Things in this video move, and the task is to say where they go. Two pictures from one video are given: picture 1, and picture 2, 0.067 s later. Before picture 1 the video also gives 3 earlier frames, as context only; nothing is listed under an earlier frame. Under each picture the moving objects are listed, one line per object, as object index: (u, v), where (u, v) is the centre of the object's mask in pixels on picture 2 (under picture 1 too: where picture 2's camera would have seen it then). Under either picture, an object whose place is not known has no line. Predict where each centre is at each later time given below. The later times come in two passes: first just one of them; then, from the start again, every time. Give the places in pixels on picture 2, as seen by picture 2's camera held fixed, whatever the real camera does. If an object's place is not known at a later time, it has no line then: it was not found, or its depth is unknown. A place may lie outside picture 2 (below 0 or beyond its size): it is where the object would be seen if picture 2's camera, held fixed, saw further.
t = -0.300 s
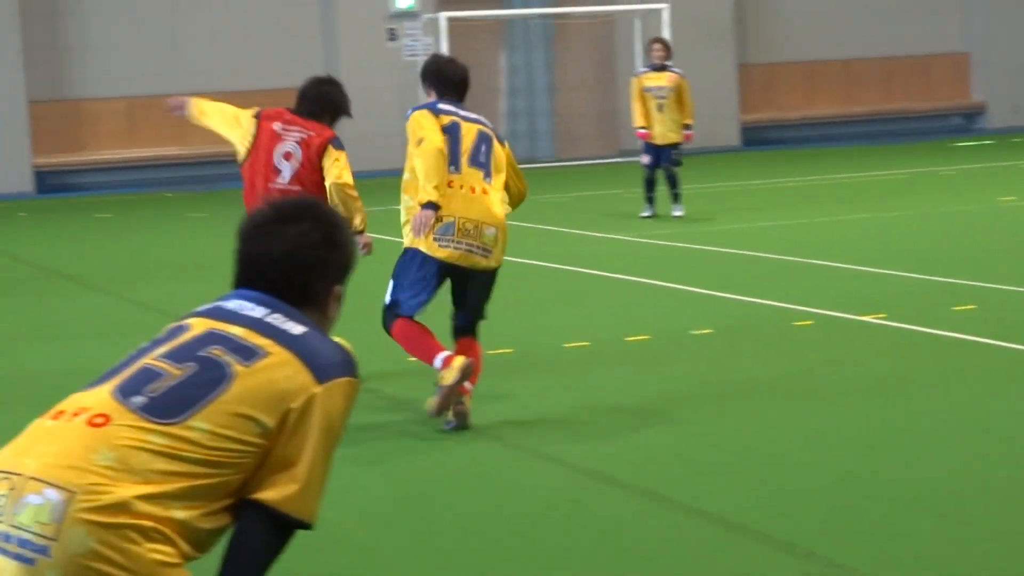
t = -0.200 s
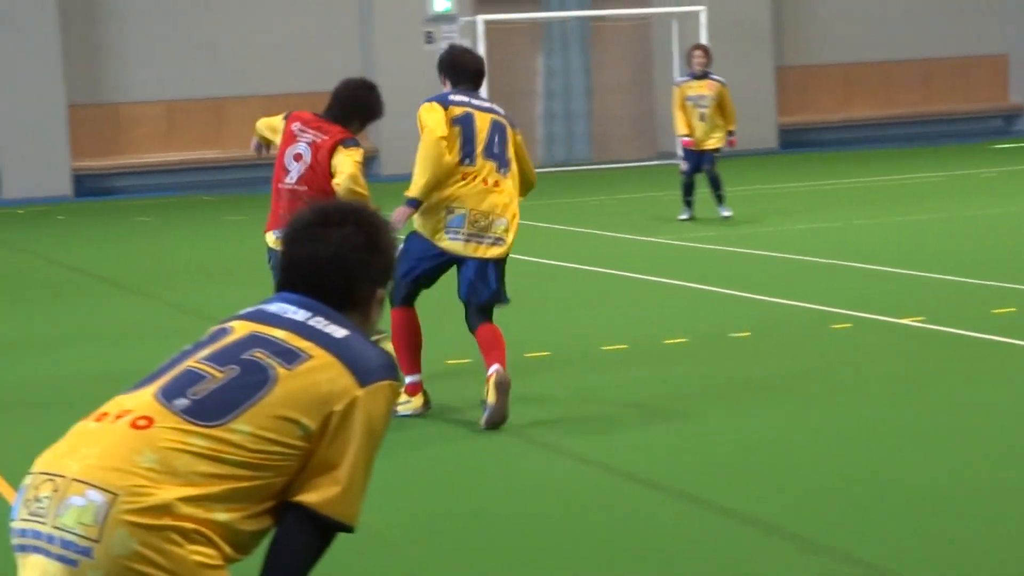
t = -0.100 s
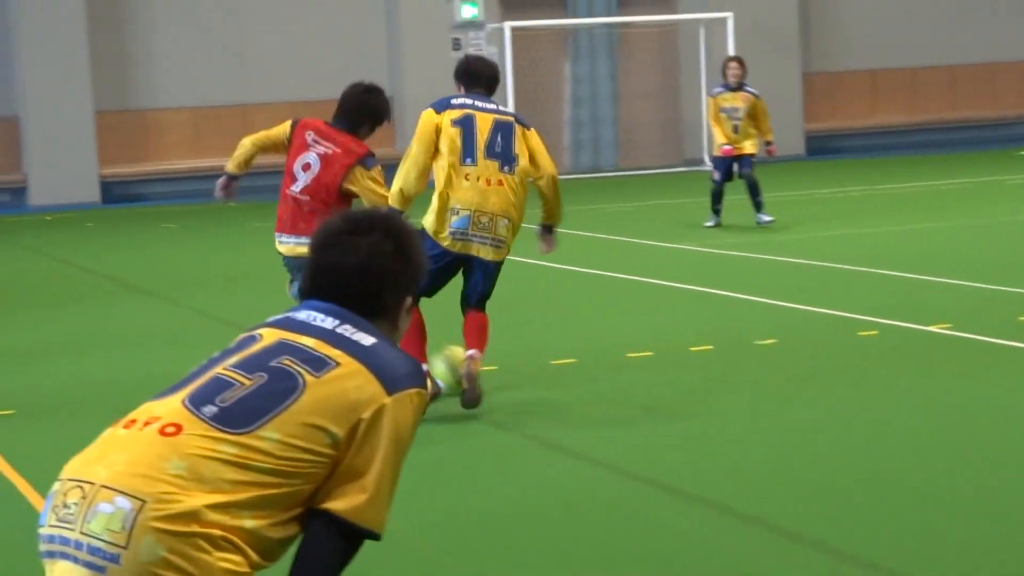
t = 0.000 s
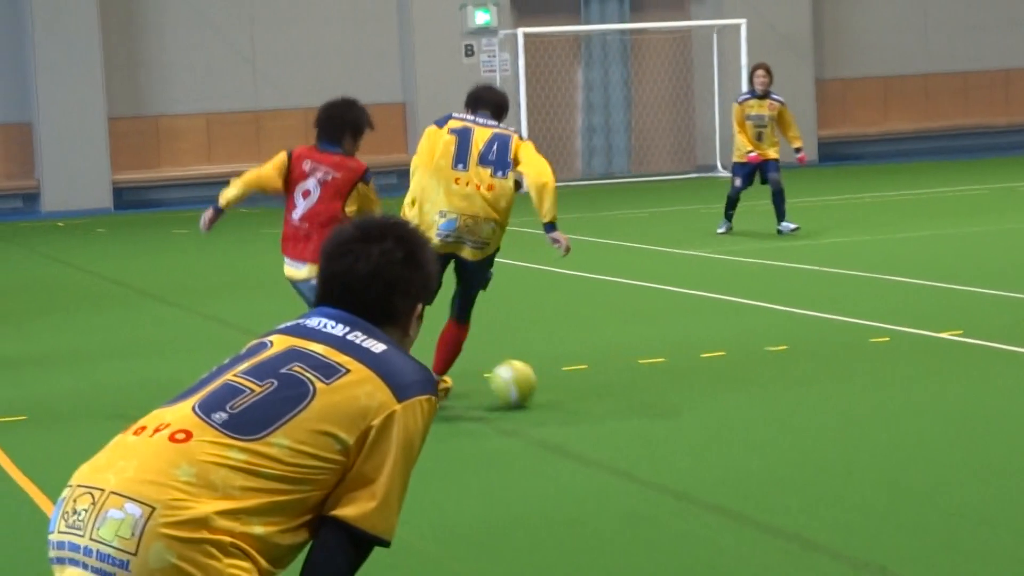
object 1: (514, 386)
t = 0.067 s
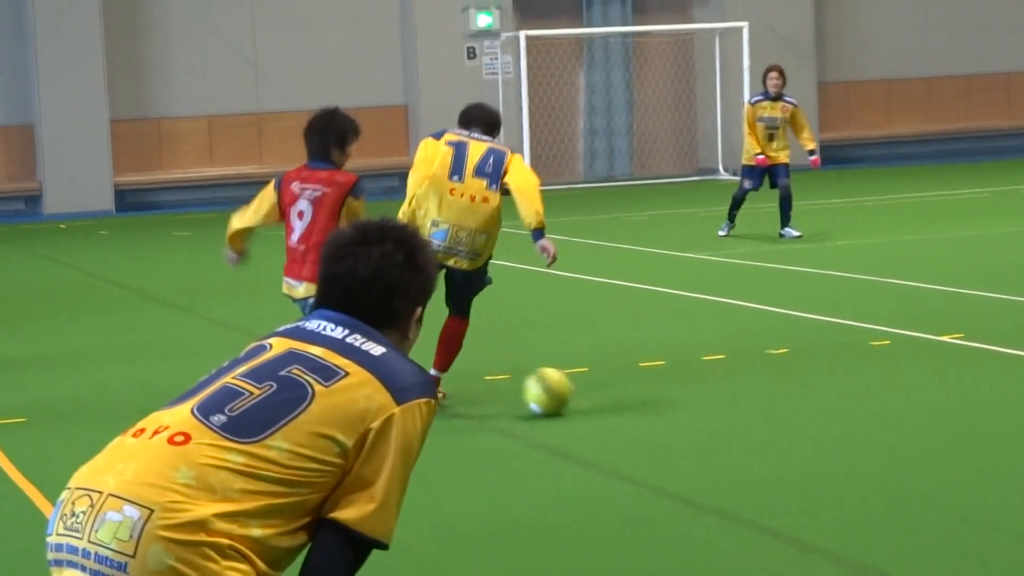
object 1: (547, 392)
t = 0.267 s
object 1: (653, 407)
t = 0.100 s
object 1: (564, 394)
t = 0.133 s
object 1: (581, 397)
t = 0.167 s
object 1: (598, 398)
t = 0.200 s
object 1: (616, 402)
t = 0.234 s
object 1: (635, 404)
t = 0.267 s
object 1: (653, 407)
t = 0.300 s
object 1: (671, 409)
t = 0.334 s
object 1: (690, 412)
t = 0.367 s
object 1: (710, 415)
